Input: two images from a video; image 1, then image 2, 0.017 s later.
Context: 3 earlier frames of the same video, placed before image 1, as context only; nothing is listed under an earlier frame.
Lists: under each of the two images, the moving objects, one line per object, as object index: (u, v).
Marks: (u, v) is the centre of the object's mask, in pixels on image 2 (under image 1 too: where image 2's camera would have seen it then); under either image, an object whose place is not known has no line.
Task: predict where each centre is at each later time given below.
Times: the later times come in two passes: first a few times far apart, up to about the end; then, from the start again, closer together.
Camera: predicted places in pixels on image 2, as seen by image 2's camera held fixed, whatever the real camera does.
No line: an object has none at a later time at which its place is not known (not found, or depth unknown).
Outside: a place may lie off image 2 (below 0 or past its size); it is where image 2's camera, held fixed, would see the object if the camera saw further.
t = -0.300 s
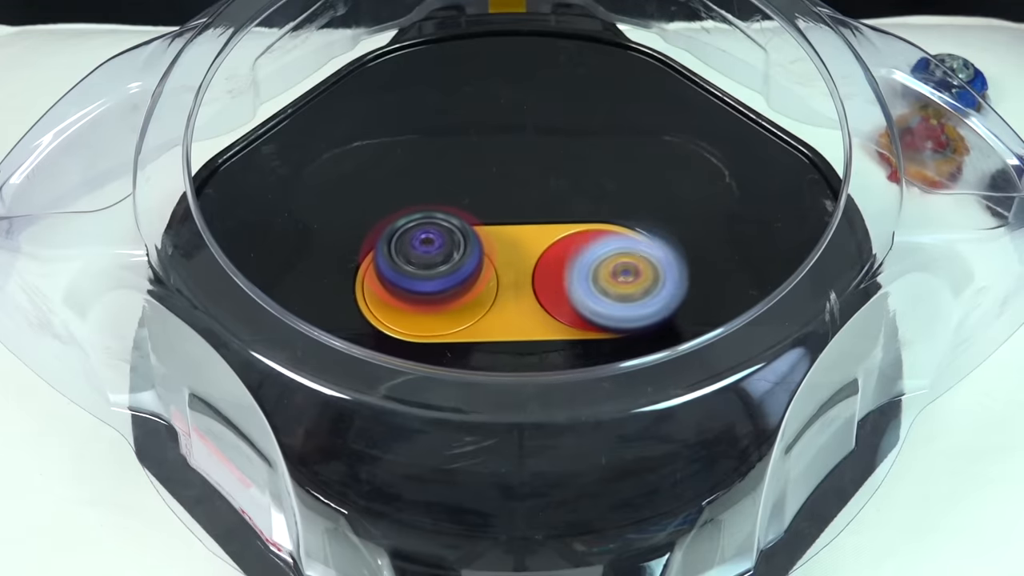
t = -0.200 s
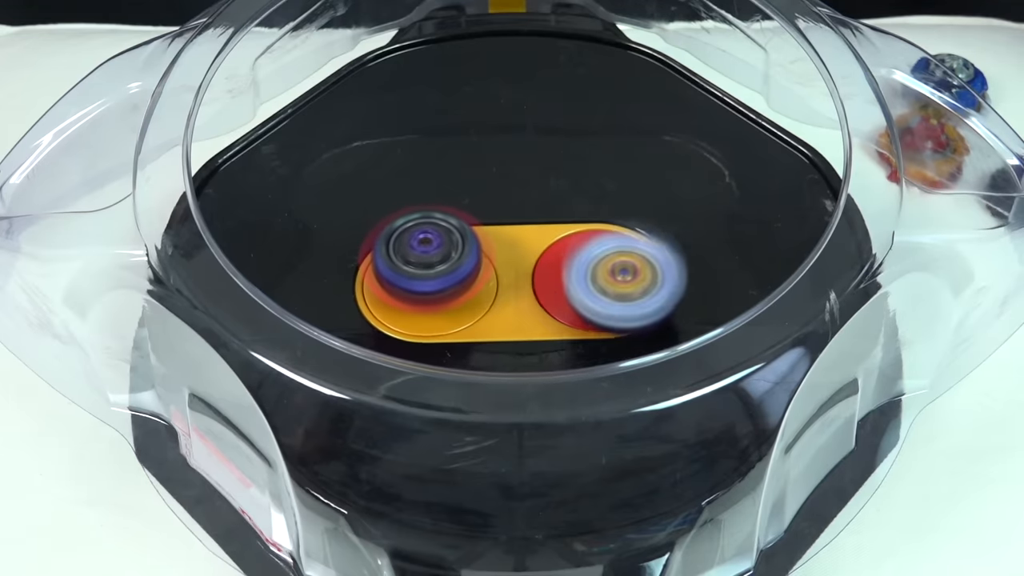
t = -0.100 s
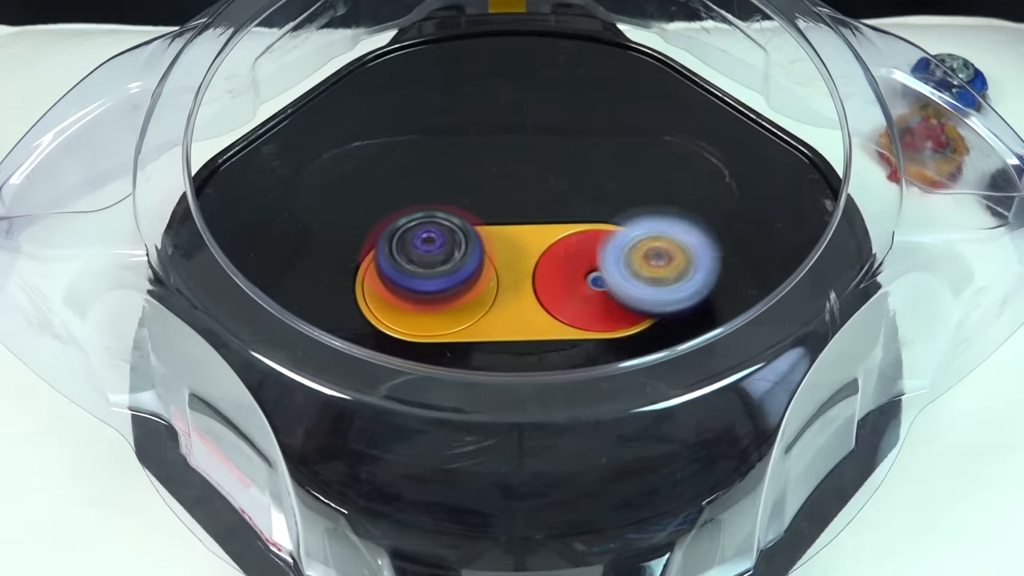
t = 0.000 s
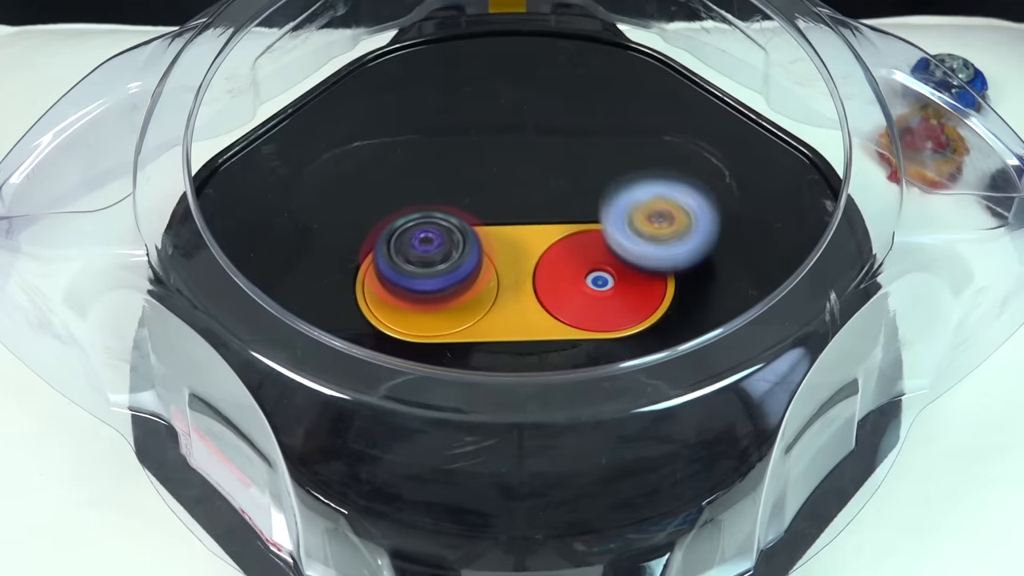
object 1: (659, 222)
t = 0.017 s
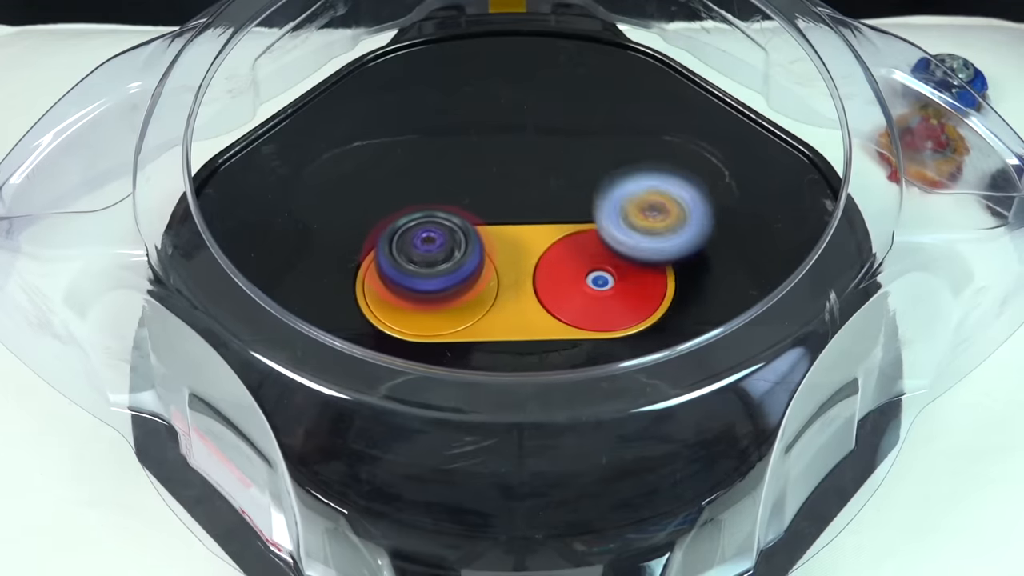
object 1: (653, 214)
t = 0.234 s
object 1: (539, 229)
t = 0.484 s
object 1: (651, 275)
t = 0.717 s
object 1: (624, 187)
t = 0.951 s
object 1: (597, 204)
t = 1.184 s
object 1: (565, 203)
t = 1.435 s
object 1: (541, 217)
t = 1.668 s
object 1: (586, 292)
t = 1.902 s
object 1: (653, 243)
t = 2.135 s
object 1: (605, 189)
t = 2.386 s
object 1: (599, 191)
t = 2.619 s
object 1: (607, 192)
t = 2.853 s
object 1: (597, 192)
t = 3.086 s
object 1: (613, 218)
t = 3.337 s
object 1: (561, 250)
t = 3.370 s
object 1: (576, 265)
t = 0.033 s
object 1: (645, 207)
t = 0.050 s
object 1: (636, 201)
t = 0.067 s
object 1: (624, 197)
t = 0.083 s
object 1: (613, 195)
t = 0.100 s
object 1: (599, 193)
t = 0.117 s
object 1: (587, 193)
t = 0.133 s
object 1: (576, 195)
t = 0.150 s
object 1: (565, 199)
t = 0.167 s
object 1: (552, 204)
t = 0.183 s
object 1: (542, 211)
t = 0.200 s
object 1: (535, 219)
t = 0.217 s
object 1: (536, 225)
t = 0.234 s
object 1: (539, 229)
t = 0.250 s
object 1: (546, 233)
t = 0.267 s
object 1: (555, 238)
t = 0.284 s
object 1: (562, 244)
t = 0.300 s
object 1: (573, 253)
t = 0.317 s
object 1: (582, 260)
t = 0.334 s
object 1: (593, 274)
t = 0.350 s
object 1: (605, 281)
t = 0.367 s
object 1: (620, 287)
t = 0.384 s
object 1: (633, 292)
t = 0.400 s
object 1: (641, 288)
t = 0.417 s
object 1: (646, 286)
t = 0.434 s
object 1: (651, 285)
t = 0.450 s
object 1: (653, 281)
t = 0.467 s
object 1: (653, 279)
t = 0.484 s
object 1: (651, 275)
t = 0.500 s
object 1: (650, 270)
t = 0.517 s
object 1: (649, 264)
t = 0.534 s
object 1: (647, 258)
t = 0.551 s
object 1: (648, 251)
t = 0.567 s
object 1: (649, 244)
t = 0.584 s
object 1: (649, 237)
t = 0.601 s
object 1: (649, 227)
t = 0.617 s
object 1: (650, 219)
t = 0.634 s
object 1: (650, 211)
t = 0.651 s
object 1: (644, 202)
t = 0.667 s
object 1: (638, 197)
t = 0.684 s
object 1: (633, 193)
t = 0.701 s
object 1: (629, 189)
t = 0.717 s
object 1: (624, 187)
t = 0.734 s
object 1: (618, 188)
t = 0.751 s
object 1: (614, 188)
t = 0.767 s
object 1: (611, 188)
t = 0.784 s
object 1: (608, 188)
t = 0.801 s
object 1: (606, 188)
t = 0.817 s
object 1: (606, 189)
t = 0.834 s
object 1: (606, 190)
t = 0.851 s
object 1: (607, 192)
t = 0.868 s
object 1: (608, 196)
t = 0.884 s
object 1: (607, 199)
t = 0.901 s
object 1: (606, 200)
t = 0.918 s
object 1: (605, 201)
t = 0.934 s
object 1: (601, 203)
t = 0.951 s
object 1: (597, 204)
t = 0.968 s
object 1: (591, 204)
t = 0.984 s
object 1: (585, 204)
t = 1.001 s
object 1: (577, 205)
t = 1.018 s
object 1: (568, 206)
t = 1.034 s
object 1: (558, 207)
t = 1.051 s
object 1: (546, 209)
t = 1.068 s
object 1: (535, 210)
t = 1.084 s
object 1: (531, 211)
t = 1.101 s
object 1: (536, 209)
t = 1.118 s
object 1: (542, 207)
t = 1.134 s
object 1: (549, 206)
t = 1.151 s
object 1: (556, 205)
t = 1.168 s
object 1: (561, 203)
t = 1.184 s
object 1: (565, 203)
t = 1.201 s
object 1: (569, 203)
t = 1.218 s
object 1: (571, 203)
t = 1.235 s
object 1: (572, 202)
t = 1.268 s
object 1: (571, 203)
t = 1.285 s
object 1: (569, 203)
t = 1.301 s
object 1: (565, 204)
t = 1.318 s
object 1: (561, 205)
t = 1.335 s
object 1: (556, 206)
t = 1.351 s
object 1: (550, 208)
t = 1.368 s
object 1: (542, 210)
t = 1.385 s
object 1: (536, 213)
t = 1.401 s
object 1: (534, 215)
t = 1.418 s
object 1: (537, 216)
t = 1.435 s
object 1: (541, 217)
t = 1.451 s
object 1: (545, 218)
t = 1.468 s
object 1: (549, 219)
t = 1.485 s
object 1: (554, 220)
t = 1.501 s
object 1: (558, 222)
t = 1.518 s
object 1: (561, 225)
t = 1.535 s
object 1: (563, 229)
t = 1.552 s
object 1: (564, 233)
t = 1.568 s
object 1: (565, 240)
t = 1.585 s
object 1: (566, 247)
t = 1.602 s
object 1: (568, 255)
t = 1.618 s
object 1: (571, 264)
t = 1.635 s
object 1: (574, 275)
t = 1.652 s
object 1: (580, 283)
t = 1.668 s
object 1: (586, 292)
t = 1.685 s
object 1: (593, 299)
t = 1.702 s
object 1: (600, 300)
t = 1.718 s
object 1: (607, 302)
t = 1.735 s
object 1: (611, 301)
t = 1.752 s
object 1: (615, 297)
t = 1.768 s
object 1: (619, 294)
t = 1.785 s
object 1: (622, 291)
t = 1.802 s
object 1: (624, 287)
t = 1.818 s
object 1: (628, 281)
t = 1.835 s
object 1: (633, 274)
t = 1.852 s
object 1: (638, 267)
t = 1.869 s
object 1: (642, 260)
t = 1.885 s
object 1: (648, 251)
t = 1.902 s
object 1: (653, 243)
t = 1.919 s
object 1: (658, 235)
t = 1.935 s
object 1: (660, 225)
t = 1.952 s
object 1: (660, 216)
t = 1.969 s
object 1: (657, 210)
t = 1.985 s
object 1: (651, 205)
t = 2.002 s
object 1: (644, 203)
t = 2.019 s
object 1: (638, 200)
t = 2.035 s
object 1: (632, 197)
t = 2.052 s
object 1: (627, 194)
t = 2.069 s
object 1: (622, 192)
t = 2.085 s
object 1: (617, 192)
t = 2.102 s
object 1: (612, 191)
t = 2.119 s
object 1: (609, 190)
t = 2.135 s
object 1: (605, 189)
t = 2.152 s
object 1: (602, 189)
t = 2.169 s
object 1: (599, 189)
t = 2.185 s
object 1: (597, 190)
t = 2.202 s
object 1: (595, 190)
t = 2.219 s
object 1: (594, 190)
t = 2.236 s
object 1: (593, 190)
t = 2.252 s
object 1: (593, 190)
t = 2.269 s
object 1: (593, 190)
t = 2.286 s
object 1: (593, 190)
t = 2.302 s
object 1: (594, 190)
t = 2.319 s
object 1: (595, 191)
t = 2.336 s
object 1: (595, 191)
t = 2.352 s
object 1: (597, 191)
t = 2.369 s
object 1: (598, 191)
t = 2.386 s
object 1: (599, 191)
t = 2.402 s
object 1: (601, 191)
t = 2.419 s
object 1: (602, 192)
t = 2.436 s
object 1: (603, 192)
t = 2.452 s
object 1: (604, 192)
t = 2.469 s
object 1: (605, 192)
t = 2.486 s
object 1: (606, 192)
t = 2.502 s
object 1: (606, 192)
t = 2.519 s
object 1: (607, 193)
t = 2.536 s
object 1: (607, 193)
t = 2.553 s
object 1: (607, 192)
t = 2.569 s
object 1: (607, 192)
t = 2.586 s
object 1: (607, 192)
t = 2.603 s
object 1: (607, 192)
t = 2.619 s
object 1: (607, 192)
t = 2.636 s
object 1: (607, 192)
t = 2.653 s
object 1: (606, 192)
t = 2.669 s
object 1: (605, 192)
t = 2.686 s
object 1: (604, 192)
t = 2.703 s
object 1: (603, 192)
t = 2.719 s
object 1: (603, 192)
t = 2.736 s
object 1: (602, 192)
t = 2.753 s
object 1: (601, 192)
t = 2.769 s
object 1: (600, 192)
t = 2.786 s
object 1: (600, 192)
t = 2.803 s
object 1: (599, 191)
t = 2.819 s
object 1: (598, 191)
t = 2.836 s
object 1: (598, 192)
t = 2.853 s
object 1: (597, 192)
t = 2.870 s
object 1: (598, 192)
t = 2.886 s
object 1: (598, 192)
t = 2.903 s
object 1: (599, 192)
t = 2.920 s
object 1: (600, 192)
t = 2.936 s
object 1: (600, 192)
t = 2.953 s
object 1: (601, 193)
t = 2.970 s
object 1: (603, 195)
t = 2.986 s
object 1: (606, 198)
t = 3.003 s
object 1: (609, 202)
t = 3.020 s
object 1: (612, 206)
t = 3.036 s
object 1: (613, 209)
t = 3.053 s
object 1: (614, 213)
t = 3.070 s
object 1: (614, 215)
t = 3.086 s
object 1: (613, 218)
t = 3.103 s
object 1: (611, 220)
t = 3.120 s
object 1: (608, 223)
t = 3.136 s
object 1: (604, 224)
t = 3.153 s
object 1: (598, 225)
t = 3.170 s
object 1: (591, 225)
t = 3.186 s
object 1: (583, 225)
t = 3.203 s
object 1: (575, 226)
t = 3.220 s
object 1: (566, 227)
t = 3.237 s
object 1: (555, 229)
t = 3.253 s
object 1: (545, 231)
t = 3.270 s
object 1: (541, 234)
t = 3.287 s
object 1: (545, 236)
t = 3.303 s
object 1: (550, 240)
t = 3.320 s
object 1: (555, 244)
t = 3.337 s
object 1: (561, 250)
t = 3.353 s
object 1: (568, 257)
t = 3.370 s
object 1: (576, 265)
